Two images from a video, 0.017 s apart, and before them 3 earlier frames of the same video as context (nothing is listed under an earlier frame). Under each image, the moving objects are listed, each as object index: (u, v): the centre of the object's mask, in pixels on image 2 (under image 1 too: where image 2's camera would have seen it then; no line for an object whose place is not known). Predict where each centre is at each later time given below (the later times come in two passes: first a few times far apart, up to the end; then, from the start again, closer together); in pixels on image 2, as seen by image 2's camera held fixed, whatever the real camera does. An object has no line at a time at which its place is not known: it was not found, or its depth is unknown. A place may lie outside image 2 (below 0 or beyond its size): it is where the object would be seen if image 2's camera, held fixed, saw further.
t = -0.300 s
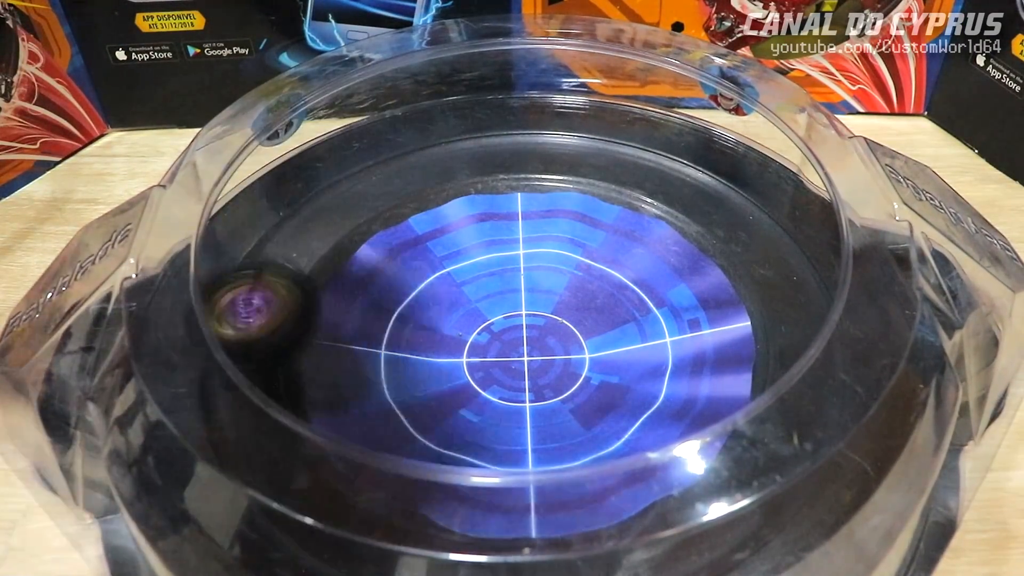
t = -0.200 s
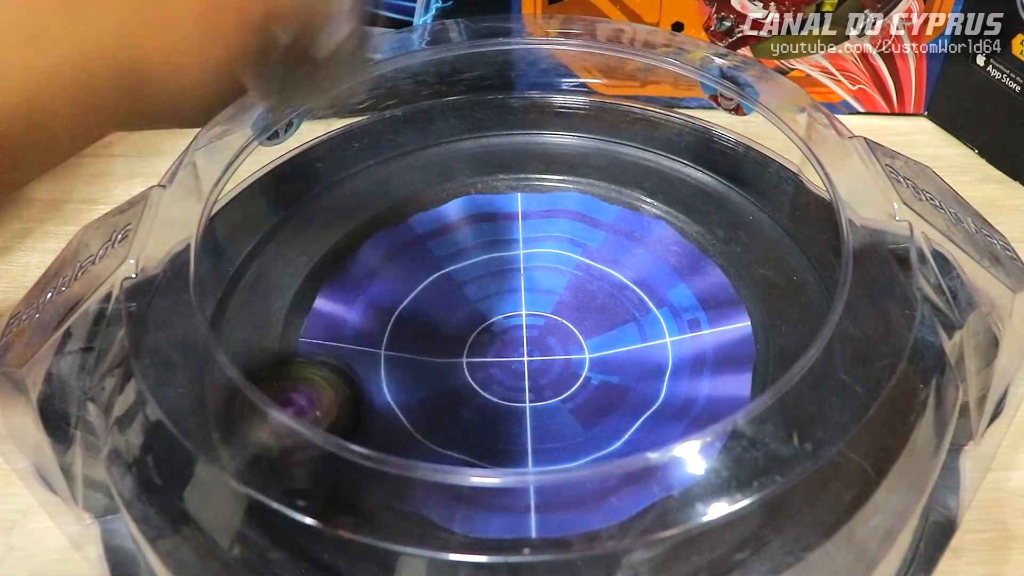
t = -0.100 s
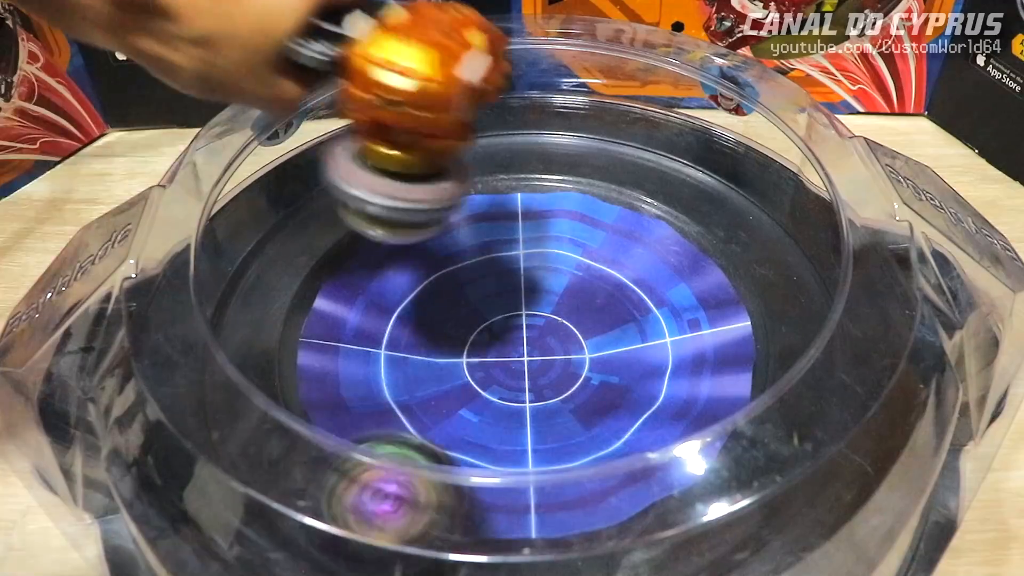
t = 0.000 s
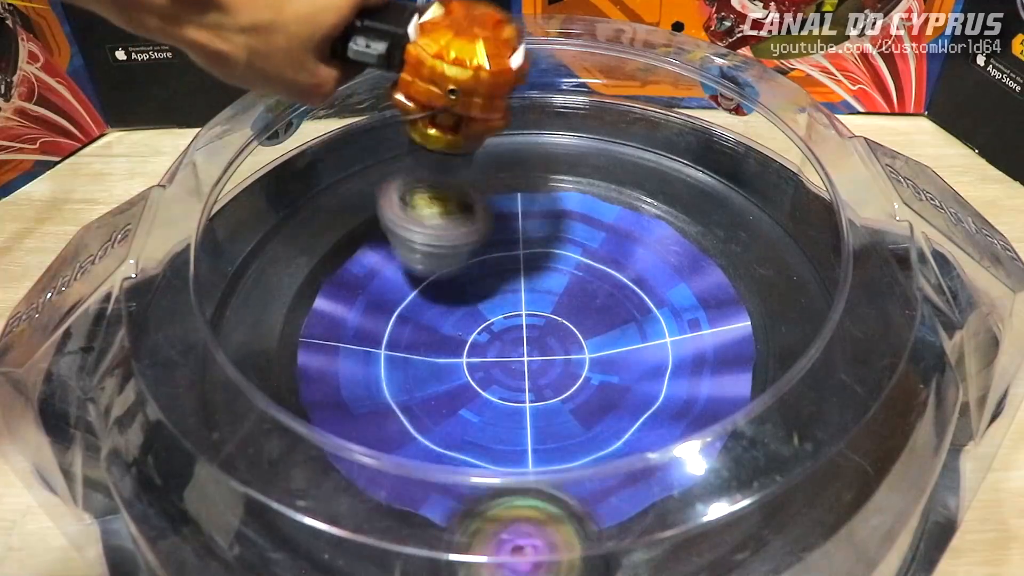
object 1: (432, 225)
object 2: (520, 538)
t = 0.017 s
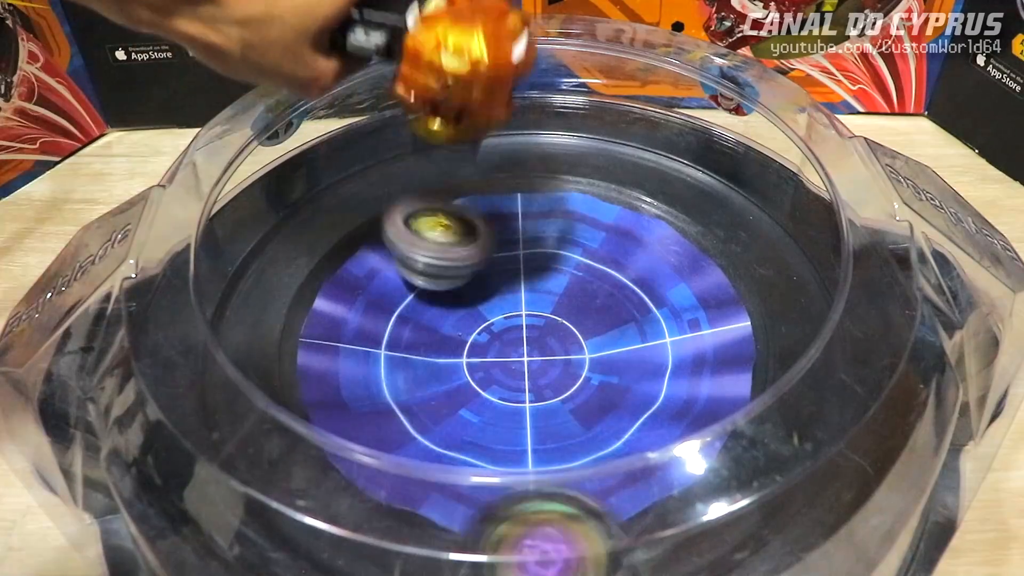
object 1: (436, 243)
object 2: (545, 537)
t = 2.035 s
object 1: (507, 282)
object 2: (554, 527)
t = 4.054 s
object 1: (499, 161)
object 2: (563, 239)
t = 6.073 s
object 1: (773, 279)
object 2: (372, 409)
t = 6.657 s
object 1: (554, 109)
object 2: (455, 269)
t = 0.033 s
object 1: (442, 238)
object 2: (568, 536)
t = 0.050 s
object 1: (447, 230)
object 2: (590, 534)
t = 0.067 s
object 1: (453, 227)
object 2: (611, 532)
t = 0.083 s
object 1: (458, 228)
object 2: (633, 528)
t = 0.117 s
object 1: (474, 243)
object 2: (677, 522)
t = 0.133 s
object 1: (481, 256)
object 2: (701, 511)
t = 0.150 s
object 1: (489, 267)
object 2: (718, 500)
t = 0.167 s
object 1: (497, 268)
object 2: (746, 491)
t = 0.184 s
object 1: (506, 271)
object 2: (761, 478)
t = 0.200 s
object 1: (515, 280)
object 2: (771, 468)
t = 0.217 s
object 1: (524, 292)
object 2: (785, 455)
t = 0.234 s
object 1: (533, 297)
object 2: (795, 442)
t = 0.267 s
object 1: (553, 310)
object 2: (810, 412)
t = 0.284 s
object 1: (561, 317)
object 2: (815, 398)
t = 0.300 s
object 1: (568, 321)
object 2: (820, 384)
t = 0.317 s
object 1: (576, 329)
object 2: (825, 372)
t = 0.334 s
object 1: (582, 336)
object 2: (829, 359)
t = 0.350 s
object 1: (586, 339)
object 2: (830, 364)
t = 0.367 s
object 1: (590, 346)
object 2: (831, 335)
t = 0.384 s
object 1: (593, 352)
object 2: (830, 324)
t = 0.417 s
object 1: (595, 360)
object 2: (827, 304)
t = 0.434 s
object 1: (594, 364)
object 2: (826, 304)
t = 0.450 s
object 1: (593, 366)
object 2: (822, 290)
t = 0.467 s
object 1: (589, 369)
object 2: (802, 281)
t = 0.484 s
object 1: (586, 370)
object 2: (799, 273)
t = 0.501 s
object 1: (581, 370)
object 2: (798, 266)
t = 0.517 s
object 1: (575, 370)
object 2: (797, 257)
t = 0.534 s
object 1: (568, 369)
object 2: (795, 250)
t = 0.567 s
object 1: (552, 365)
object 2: (791, 233)
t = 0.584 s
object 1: (544, 362)
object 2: (786, 225)
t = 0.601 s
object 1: (537, 358)
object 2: (781, 217)
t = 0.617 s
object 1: (528, 353)
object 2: (775, 208)
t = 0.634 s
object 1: (521, 349)
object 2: (769, 200)
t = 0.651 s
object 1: (512, 341)
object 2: (762, 194)
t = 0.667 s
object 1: (504, 335)
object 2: (755, 186)
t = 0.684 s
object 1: (497, 328)
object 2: (747, 180)
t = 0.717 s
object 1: (484, 313)
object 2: (728, 169)
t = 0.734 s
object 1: (478, 306)
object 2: (719, 165)
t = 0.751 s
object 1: (472, 298)
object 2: (710, 161)
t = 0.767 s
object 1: (466, 291)
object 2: (700, 157)
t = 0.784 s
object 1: (461, 282)
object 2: (691, 158)
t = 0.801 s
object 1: (457, 277)
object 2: (679, 153)
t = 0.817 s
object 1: (452, 270)
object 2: (666, 143)
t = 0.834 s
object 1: (447, 265)
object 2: (656, 137)
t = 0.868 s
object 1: (440, 256)
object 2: (634, 136)
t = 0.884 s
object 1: (437, 253)
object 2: (623, 134)
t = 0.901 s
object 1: (435, 251)
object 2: (610, 132)
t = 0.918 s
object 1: (434, 250)
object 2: (598, 131)
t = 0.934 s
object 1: (433, 249)
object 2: (585, 128)
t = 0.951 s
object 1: (432, 249)
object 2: (573, 128)
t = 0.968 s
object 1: (432, 250)
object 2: (562, 127)
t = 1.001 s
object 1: (432, 254)
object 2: (538, 128)
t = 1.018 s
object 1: (433, 257)
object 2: (526, 129)
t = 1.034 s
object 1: (435, 260)
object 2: (513, 129)
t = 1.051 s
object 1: (437, 264)
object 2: (500, 129)
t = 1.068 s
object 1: (439, 269)
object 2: (488, 133)
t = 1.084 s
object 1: (442, 274)
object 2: (476, 134)
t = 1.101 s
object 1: (446, 280)
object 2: (464, 136)
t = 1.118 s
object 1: (450, 285)
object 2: (451, 143)
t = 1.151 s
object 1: (458, 296)
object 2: (427, 143)
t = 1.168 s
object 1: (464, 302)
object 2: (414, 151)
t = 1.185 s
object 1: (469, 307)
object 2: (403, 151)
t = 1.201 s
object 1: (476, 312)
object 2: (391, 155)
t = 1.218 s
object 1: (483, 317)
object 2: (380, 165)
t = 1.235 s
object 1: (489, 320)
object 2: (369, 171)
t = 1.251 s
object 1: (496, 324)
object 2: (360, 174)
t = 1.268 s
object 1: (502, 327)
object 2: (347, 179)
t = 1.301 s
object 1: (516, 330)
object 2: (325, 195)
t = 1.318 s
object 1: (522, 331)
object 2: (317, 202)
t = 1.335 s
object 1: (528, 332)
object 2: (310, 212)
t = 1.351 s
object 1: (533, 331)
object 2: (304, 222)
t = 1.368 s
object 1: (538, 331)
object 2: (296, 232)
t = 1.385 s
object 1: (542, 329)
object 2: (287, 238)
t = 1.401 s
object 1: (546, 327)
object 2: (281, 248)
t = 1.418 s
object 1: (549, 325)
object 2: (273, 257)
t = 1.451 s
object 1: (554, 321)
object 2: (263, 278)
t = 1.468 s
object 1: (555, 318)
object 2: (261, 289)
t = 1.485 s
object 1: (556, 315)
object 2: (259, 298)
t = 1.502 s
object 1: (556, 311)
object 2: (257, 306)
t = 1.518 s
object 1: (556, 308)
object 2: (257, 315)
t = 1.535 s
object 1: (555, 305)
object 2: (260, 325)
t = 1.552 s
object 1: (553, 302)
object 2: (262, 333)
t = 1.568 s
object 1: (551, 299)
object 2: (258, 343)
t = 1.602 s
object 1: (546, 293)
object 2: (260, 359)
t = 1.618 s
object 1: (543, 290)
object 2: (264, 369)
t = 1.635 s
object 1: (539, 287)
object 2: (271, 380)
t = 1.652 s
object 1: (535, 285)
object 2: (274, 391)
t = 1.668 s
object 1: (531, 283)
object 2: (281, 398)
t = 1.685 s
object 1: (526, 281)
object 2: (283, 408)
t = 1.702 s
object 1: (522, 279)
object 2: (288, 419)
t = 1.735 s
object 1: (512, 277)
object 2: (306, 440)
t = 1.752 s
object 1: (507, 275)
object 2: (315, 452)
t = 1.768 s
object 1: (502, 275)
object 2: (328, 464)
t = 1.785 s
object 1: (498, 274)
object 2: (339, 471)
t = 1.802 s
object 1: (495, 274)
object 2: (349, 475)
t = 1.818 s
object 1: (491, 274)
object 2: (362, 482)
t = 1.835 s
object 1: (488, 274)
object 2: (374, 490)
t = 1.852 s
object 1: (485, 273)
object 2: (389, 498)
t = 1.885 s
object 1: (483, 273)
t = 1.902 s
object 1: (483, 273)
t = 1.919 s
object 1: (483, 274)
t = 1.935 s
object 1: (484, 275)
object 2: (457, 526)
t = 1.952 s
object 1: (486, 276)
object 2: (479, 528)
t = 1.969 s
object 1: (489, 277)
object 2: (493, 528)
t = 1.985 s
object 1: (493, 279)
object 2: (514, 528)
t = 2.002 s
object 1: (498, 280)
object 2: (530, 528)
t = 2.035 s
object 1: (507, 282)
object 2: (554, 527)
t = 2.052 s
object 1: (512, 283)
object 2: (574, 523)
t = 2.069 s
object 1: (517, 284)
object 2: (589, 519)
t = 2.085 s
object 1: (522, 285)
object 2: (603, 508)
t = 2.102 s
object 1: (528, 285)
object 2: (614, 501)
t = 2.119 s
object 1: (532, 286)
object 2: (625, 495)
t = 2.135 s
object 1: (536, 287)
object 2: (633, 489)
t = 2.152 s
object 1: (540, 287)
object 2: (643, 482)
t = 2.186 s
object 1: (547, 288)
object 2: (679, 464)
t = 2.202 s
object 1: (549, 289)
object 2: (689, 454)
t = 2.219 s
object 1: (551, 290)
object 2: (700, 447)
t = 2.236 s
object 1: (553, 291)
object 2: (709, 438)
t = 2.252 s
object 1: (554, 291)
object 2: (718, 425)
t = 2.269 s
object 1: (554, 292)
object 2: (725, 414)
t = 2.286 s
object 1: (554, 293)
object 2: (733, 403)
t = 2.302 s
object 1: (554, 294)
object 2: (739, 393)
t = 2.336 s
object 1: (551, 295)
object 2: (741, 367)
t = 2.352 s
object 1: (549, 296)
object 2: (741, 359)
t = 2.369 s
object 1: (547, 297)
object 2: (745, 350)
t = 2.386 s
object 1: (545, 298)
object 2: (747, 342)
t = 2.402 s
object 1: (543, 299)
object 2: (748, 334)
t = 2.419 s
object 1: (540, 299)
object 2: (745, 323)
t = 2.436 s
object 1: (537, 300)
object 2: (741, 309)
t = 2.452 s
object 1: (534, 300)
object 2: (732, 294)
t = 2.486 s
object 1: (529, 300)
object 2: (712, 266)
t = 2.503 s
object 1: (526, 301)
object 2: (701, 252)
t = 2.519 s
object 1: (524, 301)
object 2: (688, 241)
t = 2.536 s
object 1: (522, 300)
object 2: (671, 227)
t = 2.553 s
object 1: (521, 300)
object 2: (655, 217)
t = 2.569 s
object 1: (520, 300)
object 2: (635, 205)
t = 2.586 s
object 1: (520, 300)
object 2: (617, 197)
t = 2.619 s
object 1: (520, 300)
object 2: (578, 181)
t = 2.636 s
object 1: (521, 299)
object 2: (552, 170)
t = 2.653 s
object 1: (522, 299)
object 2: (533, 170)
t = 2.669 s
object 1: (523, 299)
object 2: (511, 168)
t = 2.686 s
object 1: (526, 300)
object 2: (491, 166)
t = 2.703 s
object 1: (528, 299)
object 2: (466, 162)
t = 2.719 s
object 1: (531, 299)
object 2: (444, 164)
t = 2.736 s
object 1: (534, 299)
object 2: (423, 167)
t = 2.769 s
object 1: (542, 298)
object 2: (380, 169)
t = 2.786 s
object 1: (546, 297)
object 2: (362, 175)
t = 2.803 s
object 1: (551, 297)
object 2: (339, 178)
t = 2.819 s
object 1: (555, 295)
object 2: (319, 187)
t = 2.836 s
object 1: (559, 294)
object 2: (300, 195)
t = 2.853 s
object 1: (563, 293)
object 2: (283, 202)
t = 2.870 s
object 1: (567, 291)
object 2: (268, 218)
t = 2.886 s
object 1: (572, 288)
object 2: (255, 226)
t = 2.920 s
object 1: (579, 283)
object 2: (234, 248)
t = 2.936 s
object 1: (581, 280)
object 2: (234, 264)
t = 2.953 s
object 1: (584, 276)
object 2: (229, 279)
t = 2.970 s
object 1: (586, 272)
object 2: (225, 288)
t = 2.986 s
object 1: (586, 269)
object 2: (219, 300)
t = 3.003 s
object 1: (586, 265)
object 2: (215, 313)
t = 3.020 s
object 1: (584, 261)
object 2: (214, 320)
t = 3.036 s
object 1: (582, 258)
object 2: (213, 334)
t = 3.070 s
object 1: (576, 252)
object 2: (221, 360)
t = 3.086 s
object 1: (571, 250)
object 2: (225, 371)
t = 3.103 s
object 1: (566, 249)
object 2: (227, 384)
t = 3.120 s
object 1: (559, 249)
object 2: (229, 397)
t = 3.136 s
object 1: (551, 251)
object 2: (237, 409)
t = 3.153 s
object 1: (543, 255)
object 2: (246, 424)
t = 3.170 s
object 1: (535, 260)
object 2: (247, 429)
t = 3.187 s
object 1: (526, 268)
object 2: (248, 446)
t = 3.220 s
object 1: (511, 286)
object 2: (264, 466)
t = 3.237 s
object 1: (505, 297)
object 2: (276, 477)
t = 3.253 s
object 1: (501, 308)
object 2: (288, 488)
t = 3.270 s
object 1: (498, 319)
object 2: (295, 495)
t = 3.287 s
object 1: (497, 330)
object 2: (305, 503)
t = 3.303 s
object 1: (496, 342)
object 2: (322, 511)
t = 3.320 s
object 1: (497, 353)
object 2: (336, 516)
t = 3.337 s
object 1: (499, 362)
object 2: (345, 521)
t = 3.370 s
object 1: (507, 381)
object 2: (378, 524)
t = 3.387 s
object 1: (512, 388)
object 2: (387, 527)
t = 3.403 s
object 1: (519, 395)
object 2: (403, 528)
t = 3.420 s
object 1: (526, 400)
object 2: (420, 529)
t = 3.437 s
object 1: (534, 405)
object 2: (425, 531)
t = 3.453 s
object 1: (543, 407)
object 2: (443, 531)
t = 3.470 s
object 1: (552, 409)
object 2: (461, 532)
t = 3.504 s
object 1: (571, 409)
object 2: (484, 530)
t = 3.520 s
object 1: (581, 408)
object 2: (498, 530)
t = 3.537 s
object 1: (591, 407)
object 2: (514, 528)
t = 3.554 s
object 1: (601, 404)
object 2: (523, 527)
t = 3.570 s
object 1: (611, 401)
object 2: (537, 526)
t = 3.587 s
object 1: (621, 397)
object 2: (549, 522)
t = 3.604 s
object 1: (631, 392)
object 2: (557, 518)
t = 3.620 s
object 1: (641, 386)
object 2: (569, 505)
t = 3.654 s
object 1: (658, 372)
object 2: (588, 492)
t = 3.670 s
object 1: (666, 363)
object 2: (598, 483)
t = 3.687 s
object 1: (674, 354)
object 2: (606, 474)
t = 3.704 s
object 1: (680, 345)
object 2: (613, 465)
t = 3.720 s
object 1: (687, 334)
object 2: (623, 458)
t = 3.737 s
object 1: (693, 324)
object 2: (630, 453)
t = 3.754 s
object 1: (697, 312)
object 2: (640, 440)
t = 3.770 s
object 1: (700, 302)
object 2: (648, 416)
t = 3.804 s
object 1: (702, 279)
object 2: (669, 395)
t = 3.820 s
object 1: (699, 268)
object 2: (675, 386)
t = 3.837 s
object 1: (695, 258)
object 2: (682, 375)
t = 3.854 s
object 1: (687, 248)
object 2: (684, 362)
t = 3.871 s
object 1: (678, 239)
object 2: (687, 347)
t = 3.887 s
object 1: (667, 229)
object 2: (685, 330)
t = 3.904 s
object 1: (654, 220)
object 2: (680, 317)
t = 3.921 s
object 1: (641, 209)
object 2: (675, 305)
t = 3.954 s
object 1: (611, 189)
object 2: (655, 285)
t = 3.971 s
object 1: (594, 180)
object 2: (641, 276)
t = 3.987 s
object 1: (576, 175)
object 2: (627, 267)
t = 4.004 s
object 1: (556, 168)
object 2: (614, 258)
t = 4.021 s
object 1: (538, 165)
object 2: (597, 249)
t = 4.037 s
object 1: (518, 163)
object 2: (580, 244)
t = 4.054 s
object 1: (499, 161)
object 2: (563, 239)
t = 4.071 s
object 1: (479, 161)
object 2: (544, 234)
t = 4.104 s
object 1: (433, 155)
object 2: (513, 240)
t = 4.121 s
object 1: (411, 155)
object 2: (497, 245)
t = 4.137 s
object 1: (390, 155)
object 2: (480, 245)
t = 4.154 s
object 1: (369, 159)
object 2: (463, 249)
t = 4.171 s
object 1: (350, 163)
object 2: (445, 254)
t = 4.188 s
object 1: (331, 167)
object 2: (431, 261)
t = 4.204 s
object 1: (313, 173)
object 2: (412, 264)
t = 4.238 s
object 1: (281, 185)
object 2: (378, 275)
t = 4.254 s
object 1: (267, 193)
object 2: (363, 280)
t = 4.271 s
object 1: (253, 199)
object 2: (351, 289)
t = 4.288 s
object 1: (243, 208)
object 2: (340, 300)
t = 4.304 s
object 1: (236, 222)
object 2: (326, 302)
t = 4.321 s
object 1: (228, 236)
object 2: (321, 315)
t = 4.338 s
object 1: (222, 248)
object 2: (313, 319)
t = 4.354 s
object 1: (217, 264)
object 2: (311, 340)
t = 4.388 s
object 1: (203, 291)
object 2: (308, 357)
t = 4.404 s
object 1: (196, 307)
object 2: (311, 364)
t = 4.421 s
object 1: (192, 326)
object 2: (312, 371)
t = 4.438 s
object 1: (190, 344)
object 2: (320, 381)
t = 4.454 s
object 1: (194, 358)
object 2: (329, 391)
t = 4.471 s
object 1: (198, 379)
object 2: (341, 401)
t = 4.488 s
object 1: (200, 396)
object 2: (360, 411)
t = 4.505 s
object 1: (211, 411)
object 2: (372, 425)
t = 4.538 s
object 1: (236, 445)
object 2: (422, 443)
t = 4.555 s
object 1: (250, 462)
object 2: (449, 453)
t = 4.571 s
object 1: (266, 482)
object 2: (479, 470)
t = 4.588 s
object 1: (278, 498)
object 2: (503, 456)
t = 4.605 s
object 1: (303, 509)
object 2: (537, 465)
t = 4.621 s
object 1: (325, 517)
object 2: (558, 450)
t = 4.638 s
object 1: (351, 523)
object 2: (586, 445)
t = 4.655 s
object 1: (380, 527)
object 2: (606, 434)
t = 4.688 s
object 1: (447, 533)
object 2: (651, 409)
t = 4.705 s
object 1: (479, 534)
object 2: (669, 399)
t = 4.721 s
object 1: (513, 535)
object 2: (688, 386)
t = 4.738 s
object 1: (548, 534)
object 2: (702, 372)
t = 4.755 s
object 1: (578, 532)
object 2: (714, 361)
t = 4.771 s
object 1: (607, 530)
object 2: (725, 345)
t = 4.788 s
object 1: (635, 527)
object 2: (730, 331)
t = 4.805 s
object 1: (662, 523)
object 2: (734, 312)
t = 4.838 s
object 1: (705, 511)
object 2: (732, 277)
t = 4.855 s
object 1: (725, 504)
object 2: (726, 261)
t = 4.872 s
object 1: (739, 498)
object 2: (721, 246)
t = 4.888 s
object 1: (753, 489)
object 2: (711, 230)
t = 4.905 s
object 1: (766, 478)
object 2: (704, 215)
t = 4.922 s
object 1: (780, 468)
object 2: (690, 202)
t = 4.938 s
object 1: (785, 457)
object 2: (677, 189)
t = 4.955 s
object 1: (792, 448)
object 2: (662, 179)
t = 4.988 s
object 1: (799, 430)
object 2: (631, 162)
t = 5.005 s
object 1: (799, 422)
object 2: (614, 155)
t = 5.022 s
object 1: (797, 413)
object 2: (600, 138)
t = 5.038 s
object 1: (793, 403)
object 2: (583, 140)
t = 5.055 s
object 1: (791, 395)
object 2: (570, 132)
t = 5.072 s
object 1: (786, 388)
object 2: (556, 129)
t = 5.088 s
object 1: (779, 378)
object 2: (542, 124)
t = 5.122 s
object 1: (762, 360)
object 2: (517, 116)
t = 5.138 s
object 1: (752, 352)
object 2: (506, 114)
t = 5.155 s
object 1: (741, 344)
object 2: (493, 113)
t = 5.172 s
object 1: (731, 336)
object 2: (481, 115)
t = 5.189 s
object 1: (718, 326)
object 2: (467, 119)
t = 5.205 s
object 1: (705, 316)
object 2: (455, 123)
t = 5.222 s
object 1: (691, 305)
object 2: (442, 126)
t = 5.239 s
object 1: (677, 294)
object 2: (431, 129)
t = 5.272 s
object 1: (643, 270)
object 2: (410, 136)
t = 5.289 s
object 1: (628, 259)
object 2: (400, 140)
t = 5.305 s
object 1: (608, 247)
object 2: (390, 141)
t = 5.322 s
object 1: (587, 236)
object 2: (381, 143)
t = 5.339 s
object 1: (567, 225)
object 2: (370, 152)
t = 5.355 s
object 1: (543, 215)
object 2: (360, 155)
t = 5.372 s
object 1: (521, 208)
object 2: (349, 160)
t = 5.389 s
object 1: (498, 201)
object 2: (338, 164)
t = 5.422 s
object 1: (453, 191)
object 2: (318, 173)
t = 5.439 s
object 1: (431, 187)
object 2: (310, 178)
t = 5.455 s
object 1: (412, 184)
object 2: (301, 184)
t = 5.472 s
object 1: (403, 188)
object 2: (289, 187)
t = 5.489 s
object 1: (397, 195)
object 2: (278, 193)
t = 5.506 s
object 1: (392, 204)
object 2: (268, 201)
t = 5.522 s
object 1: (386, 211)
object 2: (257, 207)
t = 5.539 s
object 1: (380, 221)
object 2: (239, 212)
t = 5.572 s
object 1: (371, 243)
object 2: (221, 226)
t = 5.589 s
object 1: (368, 257)
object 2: (218, 233)
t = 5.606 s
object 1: (365, 269)
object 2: (214, 242)
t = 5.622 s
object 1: (362, 283)
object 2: (212, 248)
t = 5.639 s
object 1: (362, 299)
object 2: (208, 258)
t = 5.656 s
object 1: (363, 316)
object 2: (207, 263)
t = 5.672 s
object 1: (367, 334)
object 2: (205, 272)
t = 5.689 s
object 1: (374, 351)
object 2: (204, 279)
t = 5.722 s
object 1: (397, 385)
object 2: (203, 293)
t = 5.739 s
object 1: (413, 398)
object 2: (200, 301)
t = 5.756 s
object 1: (432, 408)
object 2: (201, 309)
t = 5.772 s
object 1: (451, 417)
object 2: (198, 317)
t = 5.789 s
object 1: (475, 432)
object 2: (215, 332)
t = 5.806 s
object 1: (501, 440)
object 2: (224, 335)
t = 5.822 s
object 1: (528, 444)
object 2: (229, 343)
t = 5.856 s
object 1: (582, 444)
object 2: (232, 362)
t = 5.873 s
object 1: (609, 442)
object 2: (238, 369)
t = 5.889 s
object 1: (630, 435)
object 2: (242, 375)
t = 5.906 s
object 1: (659, 428)
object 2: (253, 389)
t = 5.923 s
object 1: (682, 418)
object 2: (260, 392)
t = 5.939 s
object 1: (705, 404)
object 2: (269, 385)
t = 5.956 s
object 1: (725, 391)
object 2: (280, 384)
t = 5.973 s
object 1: (740, 378)
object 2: (285, 396)
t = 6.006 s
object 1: (763, 344)
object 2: (317, 390)
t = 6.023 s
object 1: (770, 327)
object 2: (330, 394)
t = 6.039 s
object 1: (772, 310)
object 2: (341, 400)
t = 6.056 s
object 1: (773, 295)
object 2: (354, 404)
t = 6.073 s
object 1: (773, 279)
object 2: (372, 409)
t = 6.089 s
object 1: (770, 263)
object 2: (386, 413)
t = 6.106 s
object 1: (766, 248)
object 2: (407, 417)
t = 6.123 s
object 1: (763, 234)
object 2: (424, 420)
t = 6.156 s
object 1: (756, 212)
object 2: (469, 423)
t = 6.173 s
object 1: (752, 203)
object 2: (489, 423)
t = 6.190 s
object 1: (749, 195)
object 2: (516, 421)
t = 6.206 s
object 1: (745, 188)
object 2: (537, 417)
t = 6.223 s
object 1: (741, 182)
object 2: (563, 412)
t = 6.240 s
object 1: (737, 176)
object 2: (582, 404)
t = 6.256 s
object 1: (731, 170)
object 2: (605, 398)
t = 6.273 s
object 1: (727, 166)
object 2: (622, 385)
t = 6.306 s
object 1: (717, 158)
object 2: (648, 357)
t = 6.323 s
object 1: (712, 155)
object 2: (658, 339)
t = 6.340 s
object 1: (706, 152)
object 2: (667, 322)
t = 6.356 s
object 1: (701, 149)
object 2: (672, 305)
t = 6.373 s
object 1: (695, 146)
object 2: (675, 290)
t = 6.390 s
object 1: (689, 144)
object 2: (674, 276)
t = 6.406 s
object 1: (683, 141)
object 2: (673, 259)
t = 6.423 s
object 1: (677, 139)
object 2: (669, 245)
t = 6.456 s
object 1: (664, 132)
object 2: (656, 219)
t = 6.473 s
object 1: (662, 120)
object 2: (641, 219)
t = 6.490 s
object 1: (660, 109)
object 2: (627, 221)
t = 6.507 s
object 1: (654, 101)
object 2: (610, 227)
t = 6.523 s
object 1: (646, 100)
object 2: (595, 230)
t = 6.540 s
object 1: (636, 97)
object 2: (580, 232)
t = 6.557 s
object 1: (627, 97)
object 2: (561, 235)
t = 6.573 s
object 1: (616, 99)
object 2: (543, 239)
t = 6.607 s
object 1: (590, 103)
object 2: (507, 247)
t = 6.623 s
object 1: (577, 108)
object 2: (487, 252)
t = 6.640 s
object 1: (565, 109)
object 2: (469, 260)
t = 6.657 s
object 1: (554, 109)
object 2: (455, 269)
